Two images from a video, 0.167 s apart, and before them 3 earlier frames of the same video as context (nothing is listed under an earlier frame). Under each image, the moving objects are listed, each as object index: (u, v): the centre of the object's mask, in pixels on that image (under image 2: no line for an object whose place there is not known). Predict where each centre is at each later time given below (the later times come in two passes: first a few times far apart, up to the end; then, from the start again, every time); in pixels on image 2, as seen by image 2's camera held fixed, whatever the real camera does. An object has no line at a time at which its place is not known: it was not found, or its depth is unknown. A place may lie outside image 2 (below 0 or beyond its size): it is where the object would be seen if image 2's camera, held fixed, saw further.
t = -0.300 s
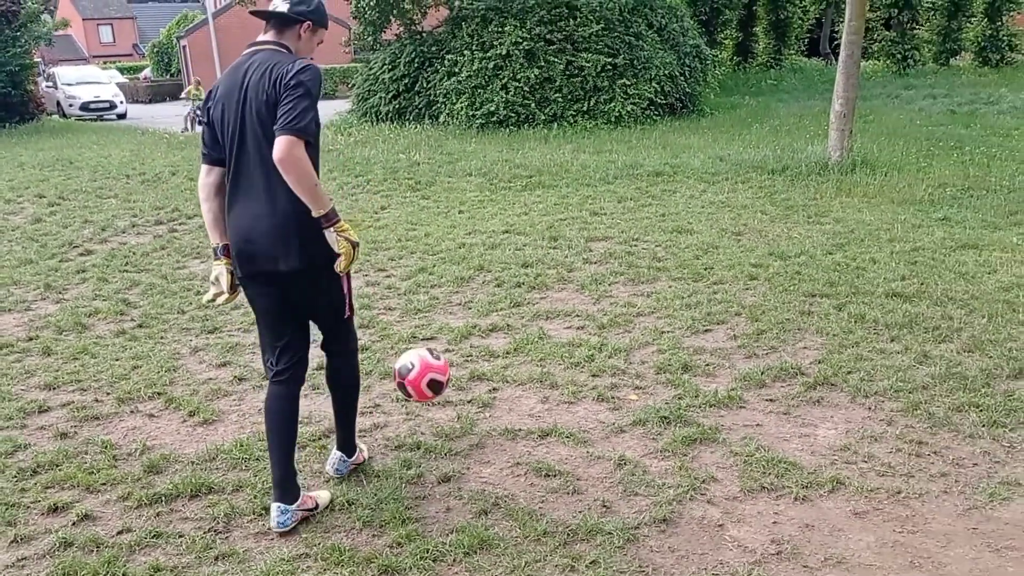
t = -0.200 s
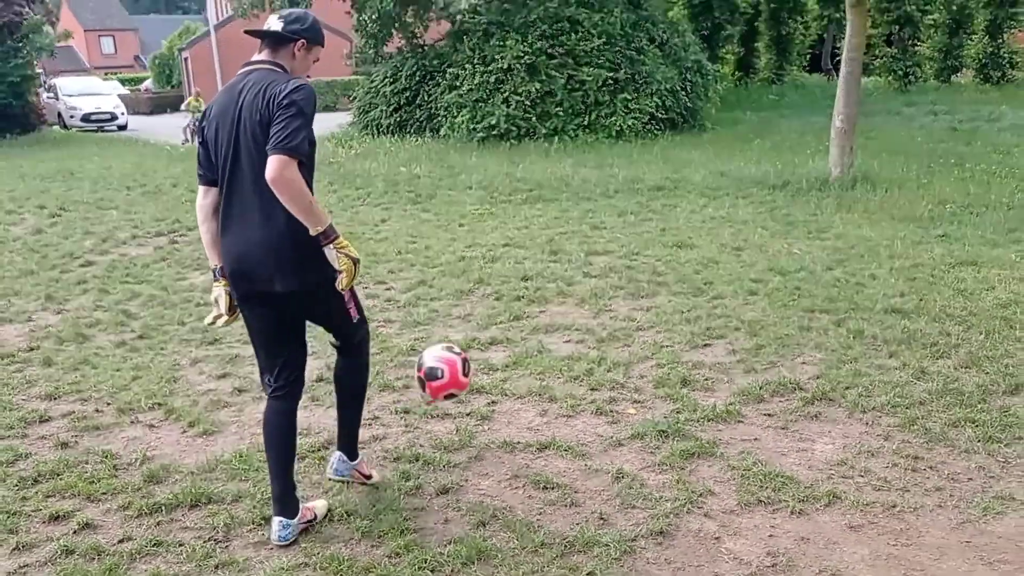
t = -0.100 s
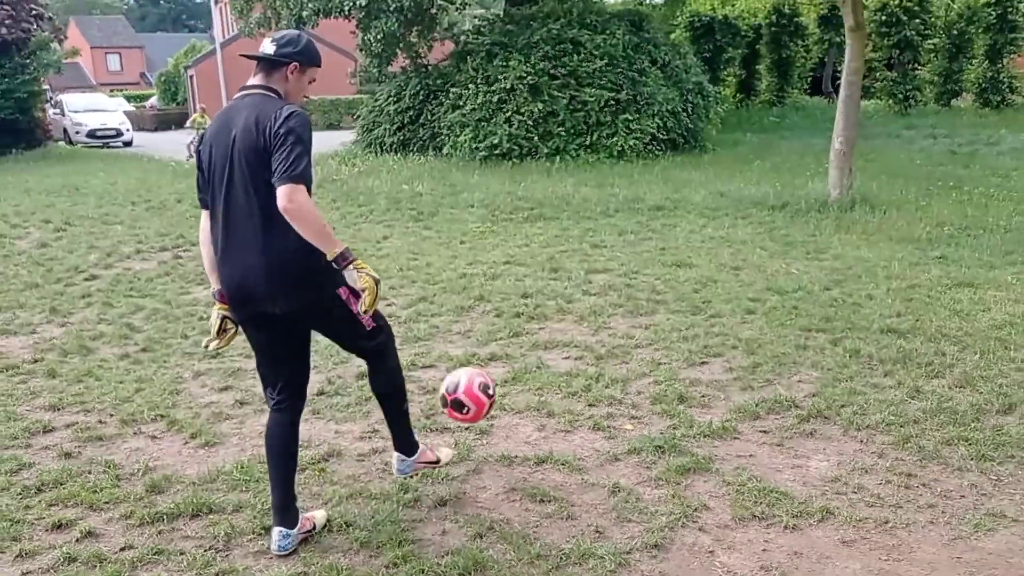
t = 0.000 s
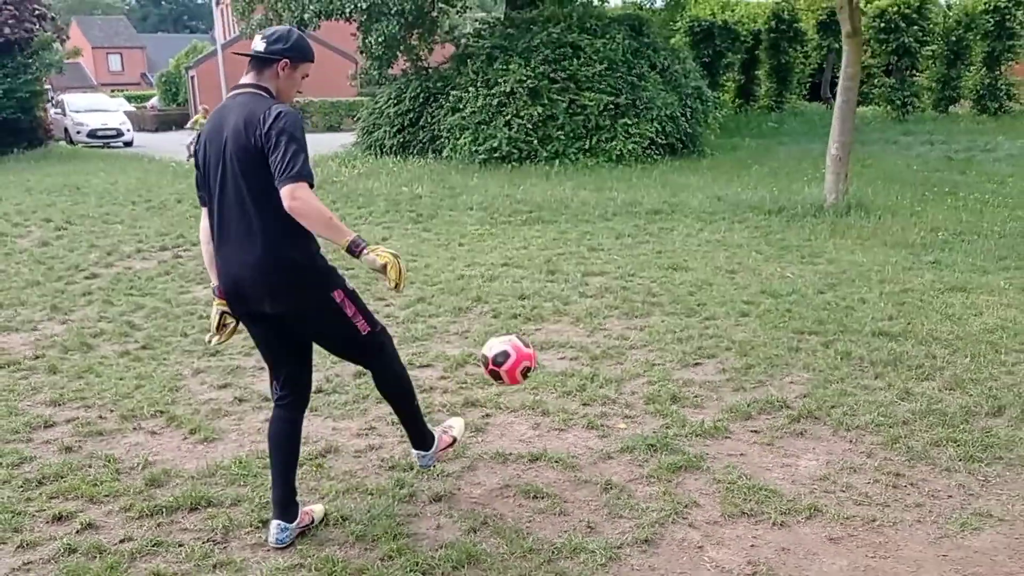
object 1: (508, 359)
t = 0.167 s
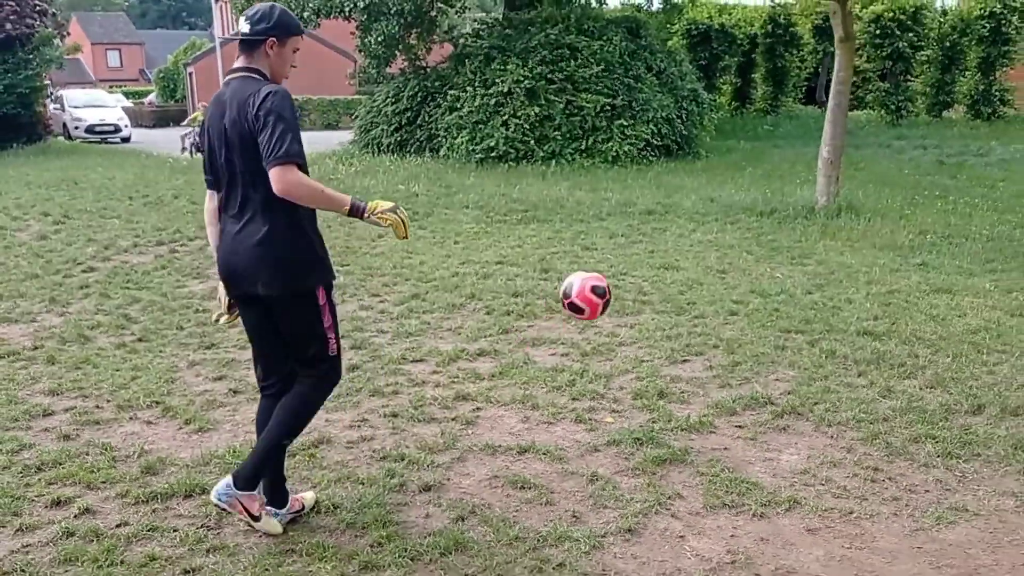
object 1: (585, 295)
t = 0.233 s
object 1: (619, 290)
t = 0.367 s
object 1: (680, 307)
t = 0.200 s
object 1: (602, 291)
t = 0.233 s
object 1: (619, 290)
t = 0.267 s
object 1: (635, 291)
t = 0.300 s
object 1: (652, 294)
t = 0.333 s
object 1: (667, 300)
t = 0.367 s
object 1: (680, 307)
